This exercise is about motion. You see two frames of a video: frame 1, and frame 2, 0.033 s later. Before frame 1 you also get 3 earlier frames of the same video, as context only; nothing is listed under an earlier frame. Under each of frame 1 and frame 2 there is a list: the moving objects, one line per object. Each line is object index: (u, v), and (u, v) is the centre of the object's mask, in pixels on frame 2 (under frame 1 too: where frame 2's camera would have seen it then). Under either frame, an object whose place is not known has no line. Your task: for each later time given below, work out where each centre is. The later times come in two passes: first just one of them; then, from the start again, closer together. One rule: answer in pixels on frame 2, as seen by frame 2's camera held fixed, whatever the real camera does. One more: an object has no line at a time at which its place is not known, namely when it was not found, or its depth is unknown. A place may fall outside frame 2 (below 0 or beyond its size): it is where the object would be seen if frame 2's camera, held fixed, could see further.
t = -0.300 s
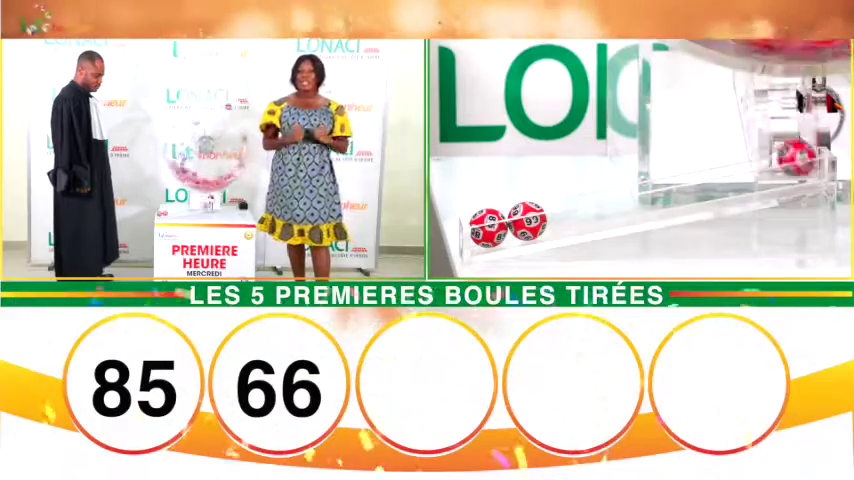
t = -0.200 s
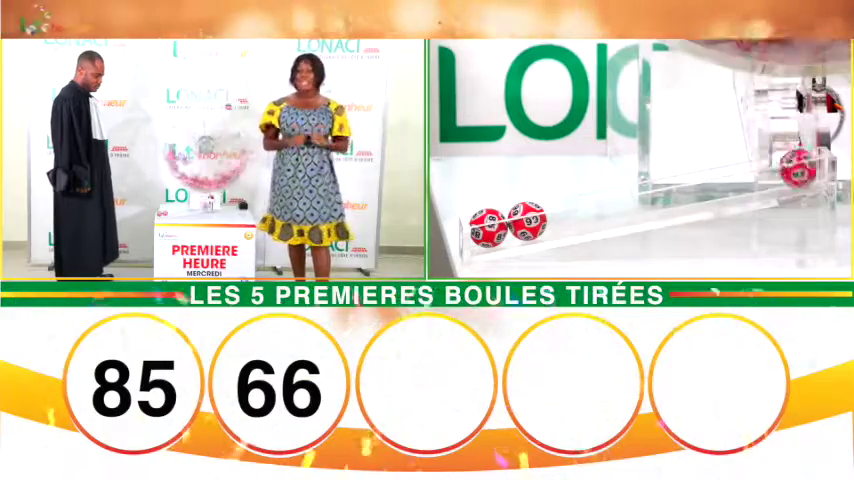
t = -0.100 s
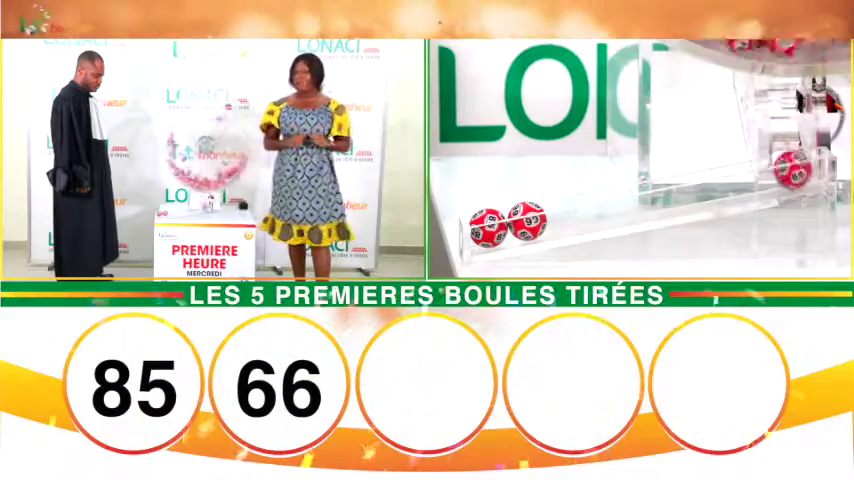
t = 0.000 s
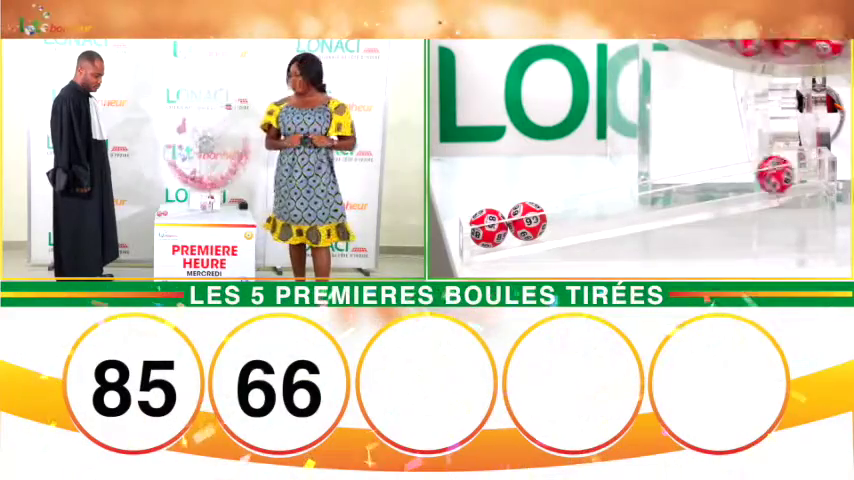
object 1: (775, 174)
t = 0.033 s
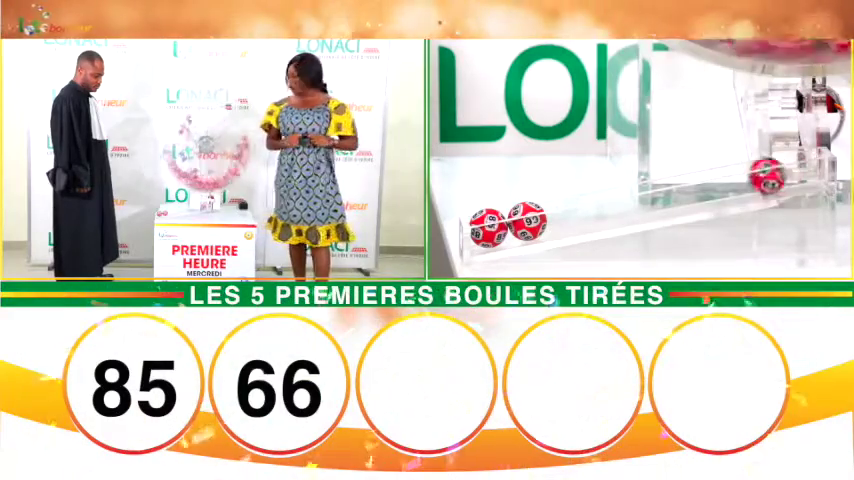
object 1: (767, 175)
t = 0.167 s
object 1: (738, 181)
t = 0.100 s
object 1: (758, 177)
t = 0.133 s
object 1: (748, 179)
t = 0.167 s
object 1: (738, 181)
